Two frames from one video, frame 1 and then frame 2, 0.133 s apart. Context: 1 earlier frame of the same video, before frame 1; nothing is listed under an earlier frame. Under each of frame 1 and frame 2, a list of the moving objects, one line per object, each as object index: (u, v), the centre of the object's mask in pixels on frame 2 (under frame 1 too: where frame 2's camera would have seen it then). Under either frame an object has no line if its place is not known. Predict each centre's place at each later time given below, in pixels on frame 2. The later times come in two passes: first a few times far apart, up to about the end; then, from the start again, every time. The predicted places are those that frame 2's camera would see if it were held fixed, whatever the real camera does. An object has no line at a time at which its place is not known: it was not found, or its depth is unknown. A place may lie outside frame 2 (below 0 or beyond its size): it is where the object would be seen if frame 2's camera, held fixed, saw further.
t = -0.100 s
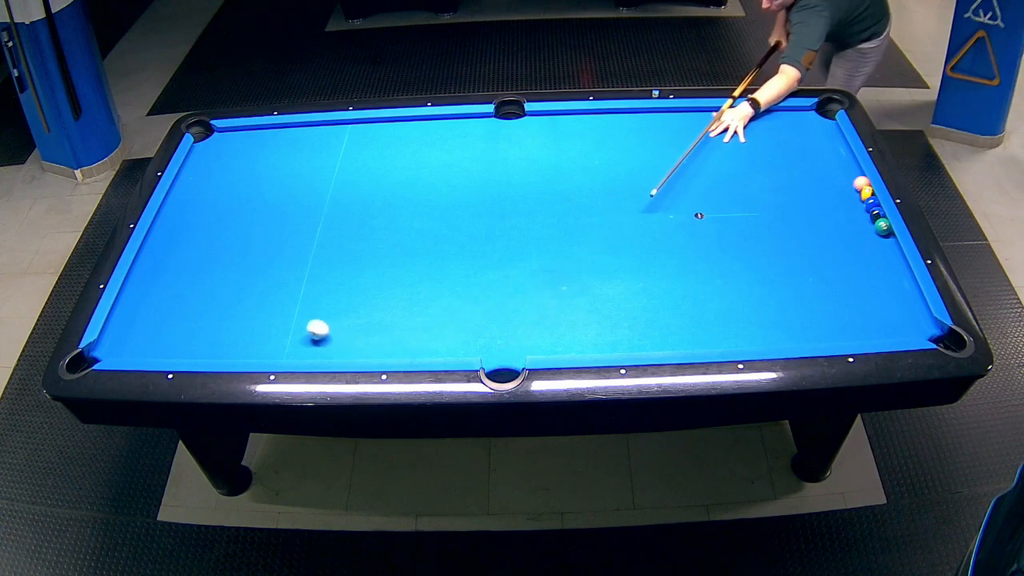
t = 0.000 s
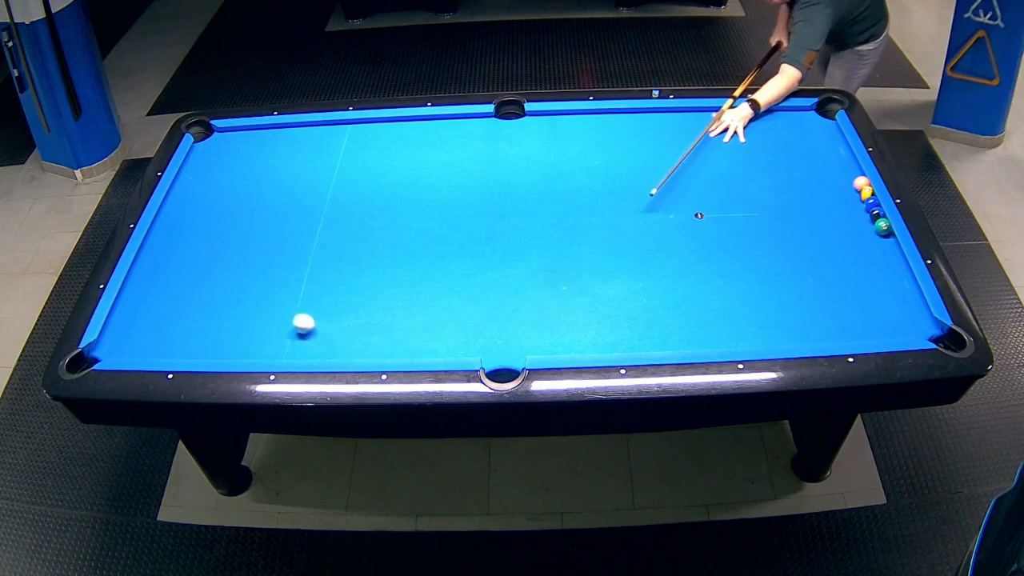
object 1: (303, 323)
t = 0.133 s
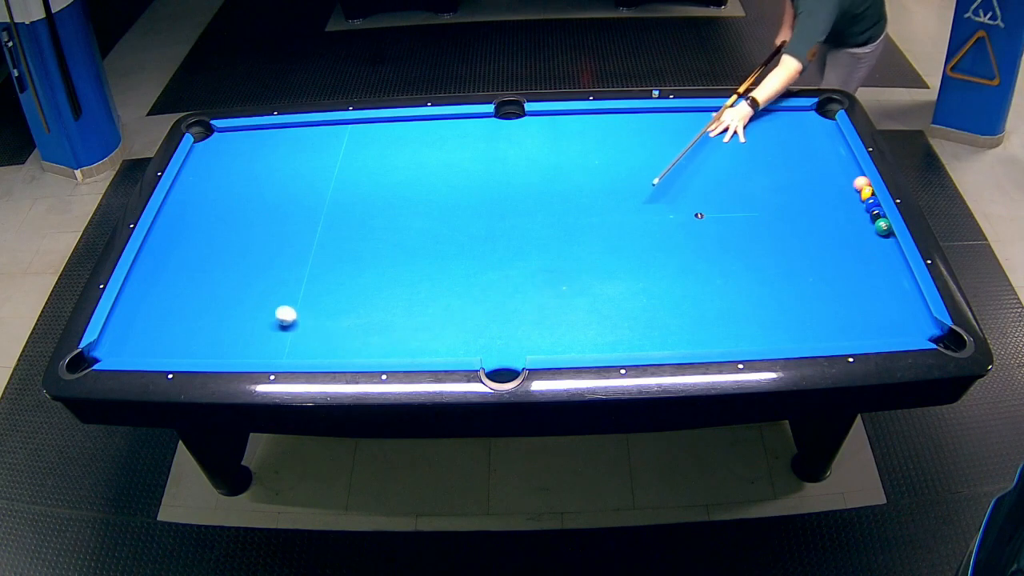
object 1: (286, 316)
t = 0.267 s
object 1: (269, 308)
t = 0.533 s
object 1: (237, 294)
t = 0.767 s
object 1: (213, 283)
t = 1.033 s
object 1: (187, 272)
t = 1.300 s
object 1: (164, 262)
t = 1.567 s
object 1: (144, 253)
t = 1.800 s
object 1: (158, 248)
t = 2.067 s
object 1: (172, 242)
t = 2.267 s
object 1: (182, 239)
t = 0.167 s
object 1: (281, 314)
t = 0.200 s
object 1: (277, 312)
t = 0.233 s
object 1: (273, 310)
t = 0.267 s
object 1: (269, 308)
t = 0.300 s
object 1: (265, 306)
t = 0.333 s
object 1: (260, 305)
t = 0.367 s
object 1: (256, 303)
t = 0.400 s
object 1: (253, 301)
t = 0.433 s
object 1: (249, 299)
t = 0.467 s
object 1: (245, 298)
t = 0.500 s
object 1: (241, 296)
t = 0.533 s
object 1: (237, 294)
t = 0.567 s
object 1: (234, 293)
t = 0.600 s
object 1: (230, 291)
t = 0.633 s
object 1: (227, 290)
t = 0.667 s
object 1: (223, 288)
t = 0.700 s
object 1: (220, 287)
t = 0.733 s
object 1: (216, 285)
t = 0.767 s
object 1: (213, 283)
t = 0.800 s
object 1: (209, 282)
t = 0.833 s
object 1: (206, 280)
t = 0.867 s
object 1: (203, 279)
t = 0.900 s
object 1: (200, 278)
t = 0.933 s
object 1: (196, 276)
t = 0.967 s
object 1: (193, 275)
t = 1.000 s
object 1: (190, 273)
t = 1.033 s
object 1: (187, 272)
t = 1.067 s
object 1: (184, 271)
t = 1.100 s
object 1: (181, 269)
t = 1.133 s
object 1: (178, 268)
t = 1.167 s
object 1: (175, 267)
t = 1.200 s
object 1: (172, 265)
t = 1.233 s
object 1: (170, 264)
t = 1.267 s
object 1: (167, 263)
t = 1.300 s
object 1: (164, 262)
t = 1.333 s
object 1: (162, 261)
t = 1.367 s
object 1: (159, 259)
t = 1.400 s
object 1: (156, 258)
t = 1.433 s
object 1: (154, 257)
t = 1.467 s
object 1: (151, 256)
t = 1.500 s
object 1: (148, 255)
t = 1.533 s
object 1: (146, 254)
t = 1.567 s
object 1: (144, 253)
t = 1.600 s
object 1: (146, 252)
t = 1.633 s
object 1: (148, 251)
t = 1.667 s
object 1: (150, 251)
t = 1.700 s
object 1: (152, 250)
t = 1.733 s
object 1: (154, 249)
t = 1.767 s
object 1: (156, 249)
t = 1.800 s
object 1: (158, 248)
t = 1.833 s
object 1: (160, 247)
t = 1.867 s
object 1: (162, 246)
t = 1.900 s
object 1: (164, 246)
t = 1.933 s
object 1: (165, 245)
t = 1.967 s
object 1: (167, 244)
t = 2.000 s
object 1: (169, 244)
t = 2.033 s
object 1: (171, 243)
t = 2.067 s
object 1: (172, 242)
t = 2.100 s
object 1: (174, 242)
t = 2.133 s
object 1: (176, 241)
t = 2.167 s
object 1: (178, 241)
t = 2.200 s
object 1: (179, 240)
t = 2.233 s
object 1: (181, 239)
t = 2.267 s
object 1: (182, 239)
